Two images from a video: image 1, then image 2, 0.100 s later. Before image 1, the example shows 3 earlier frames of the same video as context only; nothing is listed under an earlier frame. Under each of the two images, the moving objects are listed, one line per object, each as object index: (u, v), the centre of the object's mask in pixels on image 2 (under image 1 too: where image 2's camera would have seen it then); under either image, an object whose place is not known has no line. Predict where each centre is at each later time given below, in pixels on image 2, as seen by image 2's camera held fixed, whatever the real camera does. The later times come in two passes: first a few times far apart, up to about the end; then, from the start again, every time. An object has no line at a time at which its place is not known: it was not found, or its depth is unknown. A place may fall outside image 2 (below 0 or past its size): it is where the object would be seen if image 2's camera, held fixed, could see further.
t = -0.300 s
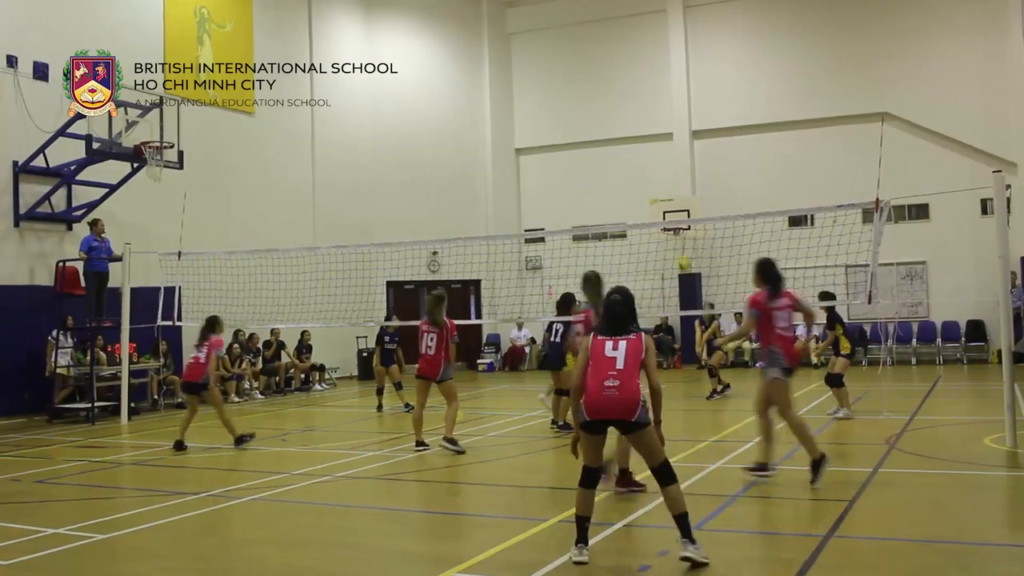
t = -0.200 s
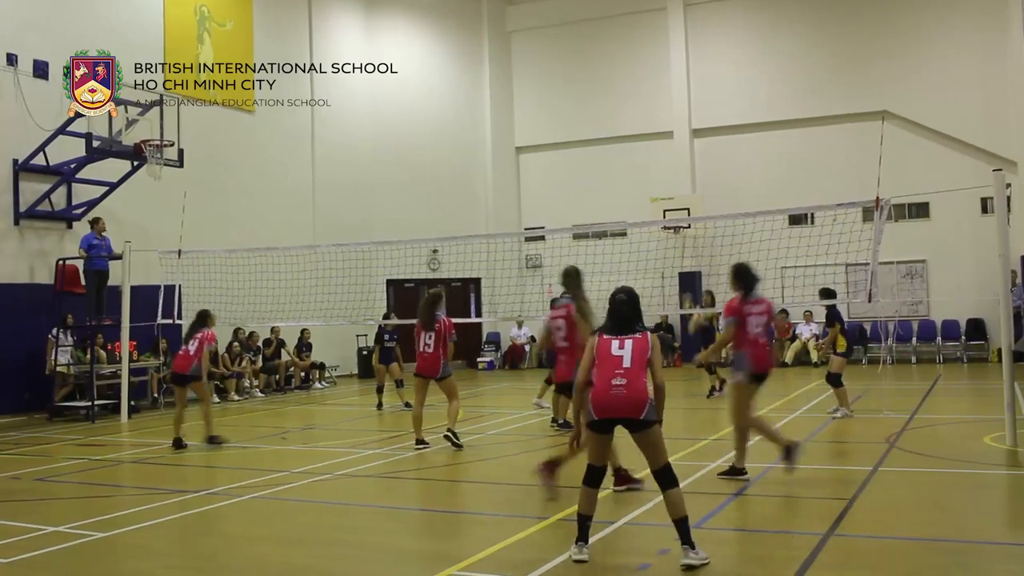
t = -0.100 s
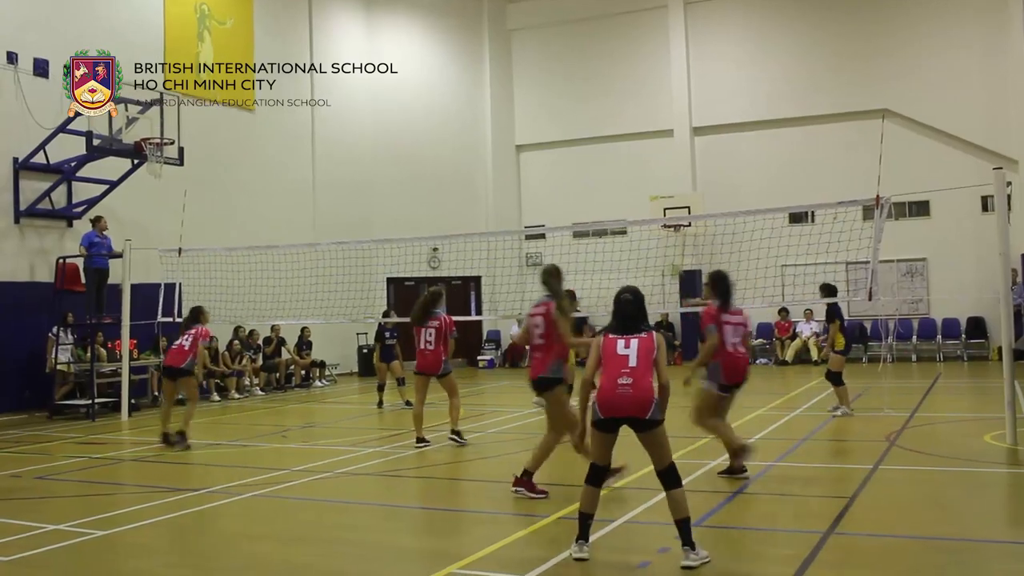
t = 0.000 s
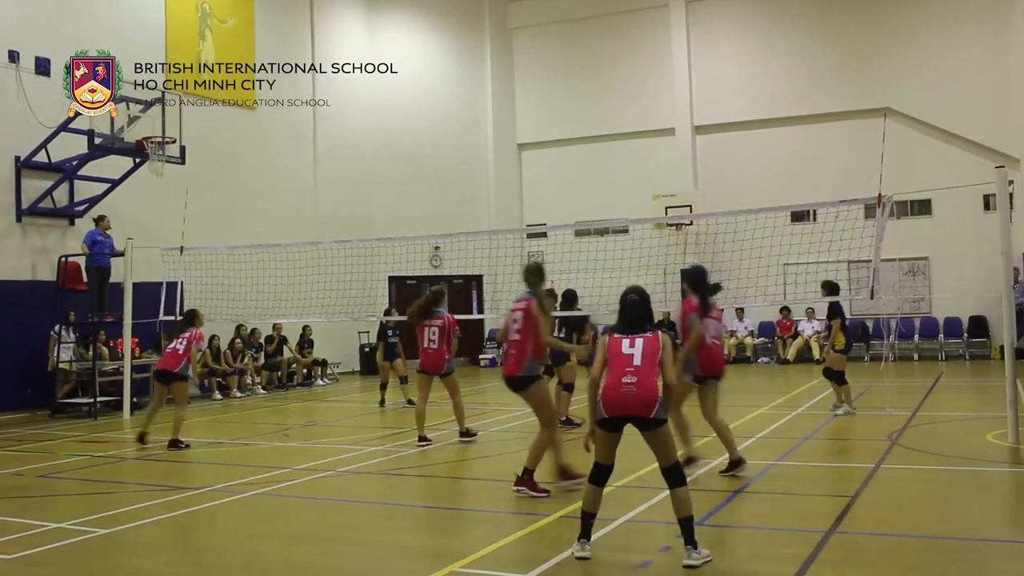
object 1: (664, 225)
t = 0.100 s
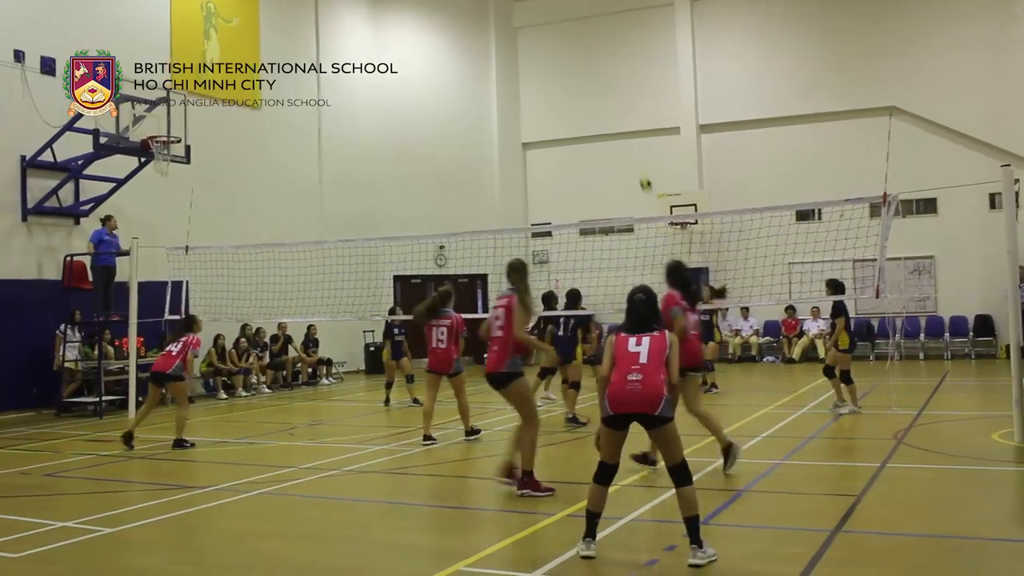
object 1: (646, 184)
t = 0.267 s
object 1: (618, 136)
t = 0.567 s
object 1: (571, 100)
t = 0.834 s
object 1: (532, 118)
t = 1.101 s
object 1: (499, 179)
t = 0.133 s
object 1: (640, 173)
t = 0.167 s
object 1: (634, 162)
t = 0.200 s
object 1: (629, 153)
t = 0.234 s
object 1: (624, 145)
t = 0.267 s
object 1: (618, 136)
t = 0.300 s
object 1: (612, 129)
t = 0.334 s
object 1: (607, 124)
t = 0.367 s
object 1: (601, 118)
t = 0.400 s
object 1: (596, 113)
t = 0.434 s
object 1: (591, 109)
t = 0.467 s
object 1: (586, 106)
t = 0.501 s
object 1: (580, 104)
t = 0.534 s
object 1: (575, 102)
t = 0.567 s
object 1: (571, 100)
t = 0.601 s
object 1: (565, 100)
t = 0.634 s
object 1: (560, 101)
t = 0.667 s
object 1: (555, 102)
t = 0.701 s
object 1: (551, 104)
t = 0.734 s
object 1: (546, 106)
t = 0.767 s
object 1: (541, 109)
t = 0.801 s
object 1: (537, 113)
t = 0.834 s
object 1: (532, 118)
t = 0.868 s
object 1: (528, 123)
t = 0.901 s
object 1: (523, 129)
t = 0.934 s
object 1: (519, 136)
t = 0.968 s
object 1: (515, 143)
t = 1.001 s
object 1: (511, 151)
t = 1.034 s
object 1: (506, 160)
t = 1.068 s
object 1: (502, 169)
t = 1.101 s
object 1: (499, 179)
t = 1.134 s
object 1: (494, 192)
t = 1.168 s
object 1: (490, 203)
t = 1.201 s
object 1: (487, 215)
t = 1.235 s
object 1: (483, 225)
